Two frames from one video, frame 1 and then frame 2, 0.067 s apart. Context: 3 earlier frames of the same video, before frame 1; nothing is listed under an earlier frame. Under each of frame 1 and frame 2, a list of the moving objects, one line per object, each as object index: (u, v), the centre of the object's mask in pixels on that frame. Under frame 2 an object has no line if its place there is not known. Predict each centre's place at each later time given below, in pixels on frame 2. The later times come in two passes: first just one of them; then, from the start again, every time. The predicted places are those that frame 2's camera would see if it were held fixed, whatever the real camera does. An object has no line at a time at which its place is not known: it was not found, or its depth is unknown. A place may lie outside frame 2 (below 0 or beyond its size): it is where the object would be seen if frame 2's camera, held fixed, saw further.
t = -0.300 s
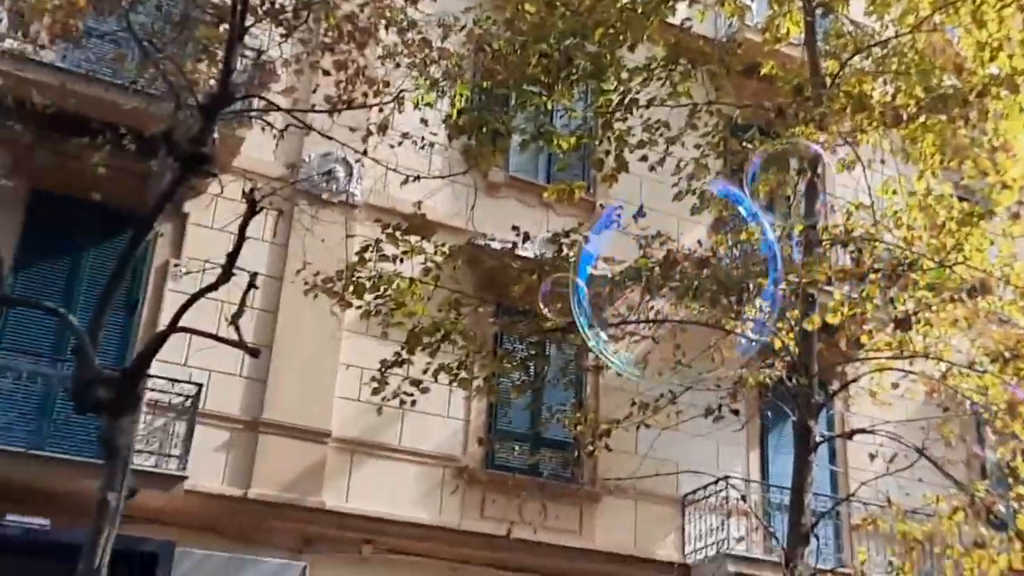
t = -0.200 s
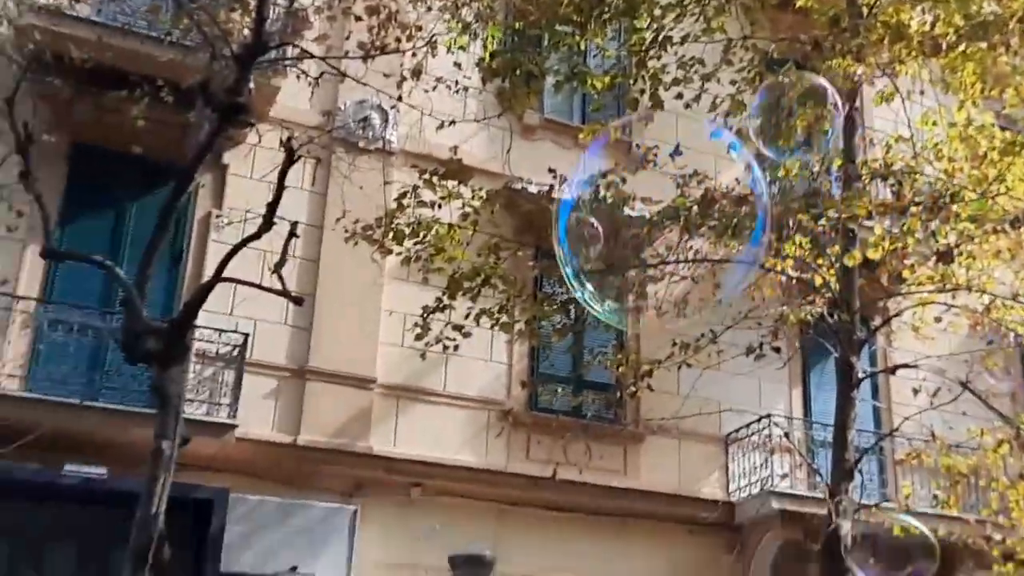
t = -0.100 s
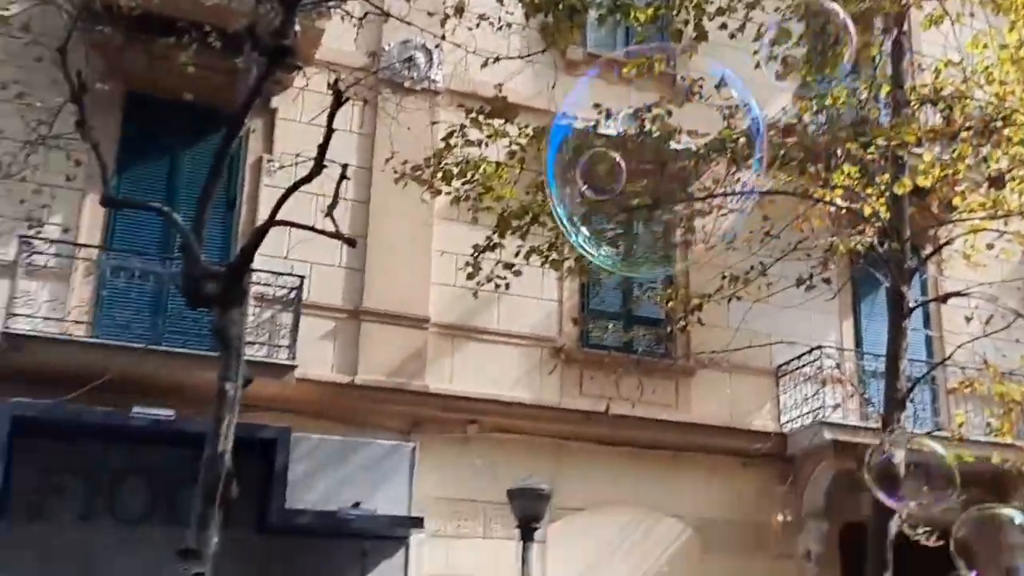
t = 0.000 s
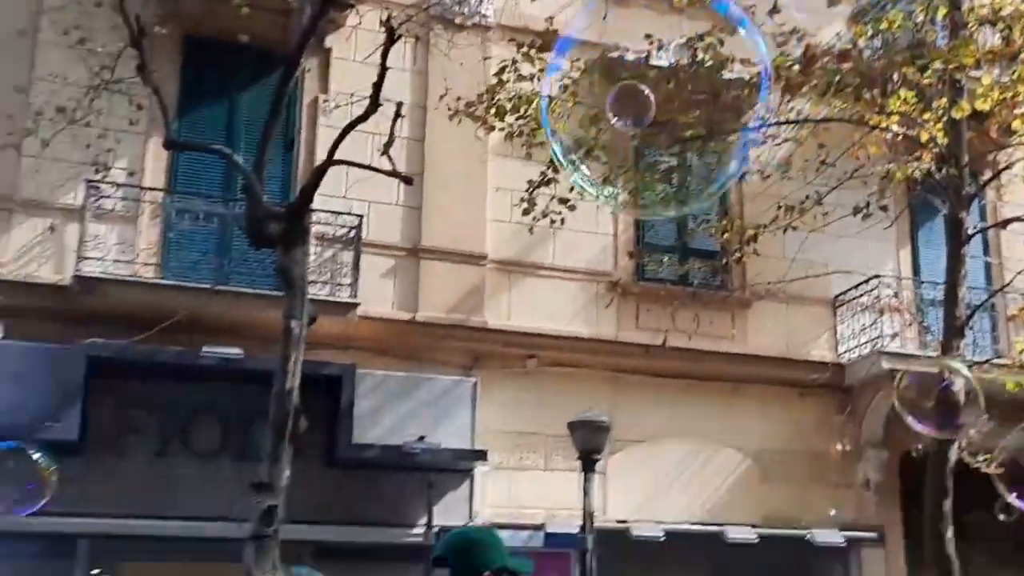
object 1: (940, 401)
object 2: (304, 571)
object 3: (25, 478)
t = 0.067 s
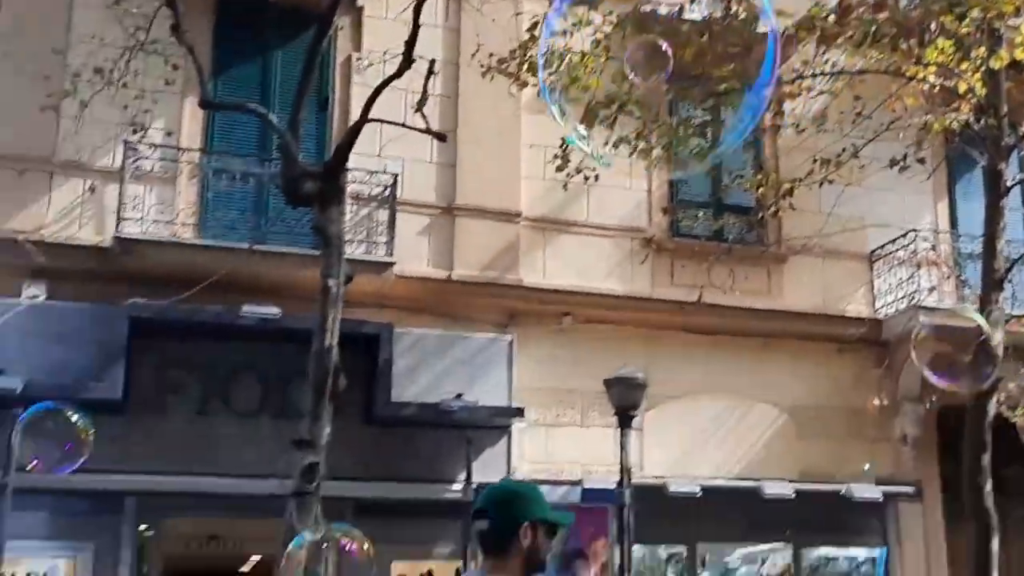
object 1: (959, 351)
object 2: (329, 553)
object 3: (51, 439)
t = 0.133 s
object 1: (934, 349)
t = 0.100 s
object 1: (945, 350)
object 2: (326, 566)
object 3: (49, 439)
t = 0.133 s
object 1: (934, 349)
